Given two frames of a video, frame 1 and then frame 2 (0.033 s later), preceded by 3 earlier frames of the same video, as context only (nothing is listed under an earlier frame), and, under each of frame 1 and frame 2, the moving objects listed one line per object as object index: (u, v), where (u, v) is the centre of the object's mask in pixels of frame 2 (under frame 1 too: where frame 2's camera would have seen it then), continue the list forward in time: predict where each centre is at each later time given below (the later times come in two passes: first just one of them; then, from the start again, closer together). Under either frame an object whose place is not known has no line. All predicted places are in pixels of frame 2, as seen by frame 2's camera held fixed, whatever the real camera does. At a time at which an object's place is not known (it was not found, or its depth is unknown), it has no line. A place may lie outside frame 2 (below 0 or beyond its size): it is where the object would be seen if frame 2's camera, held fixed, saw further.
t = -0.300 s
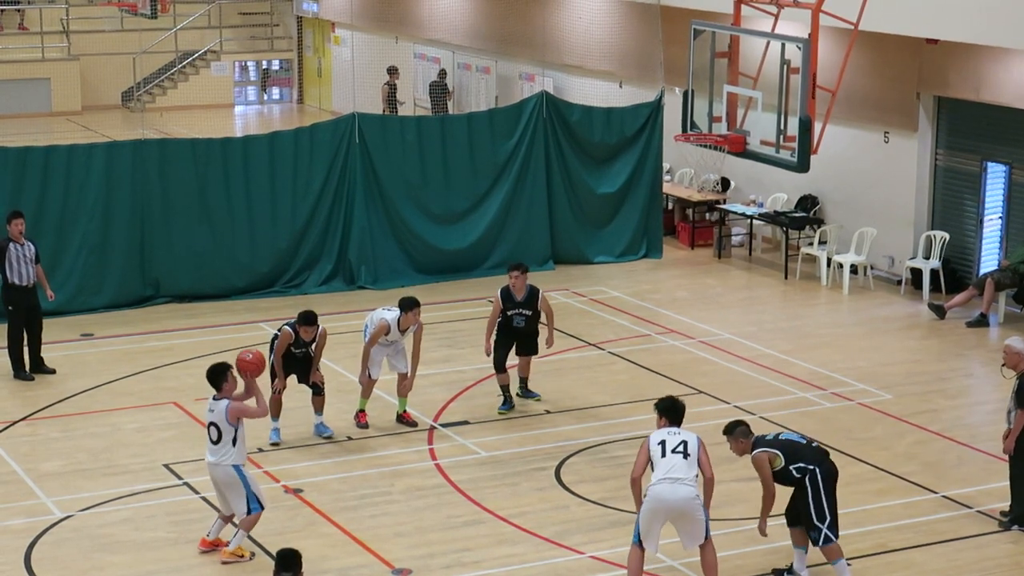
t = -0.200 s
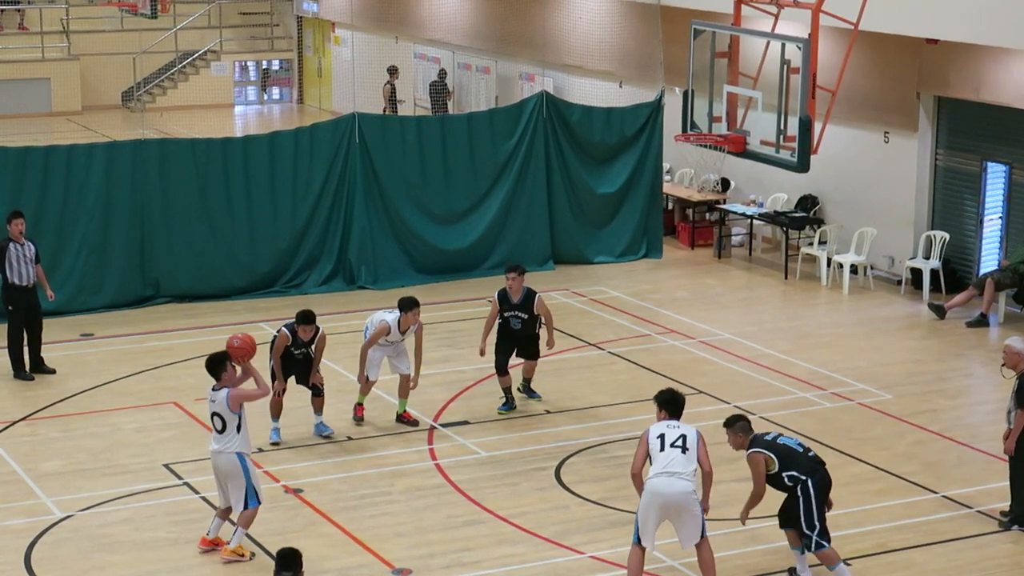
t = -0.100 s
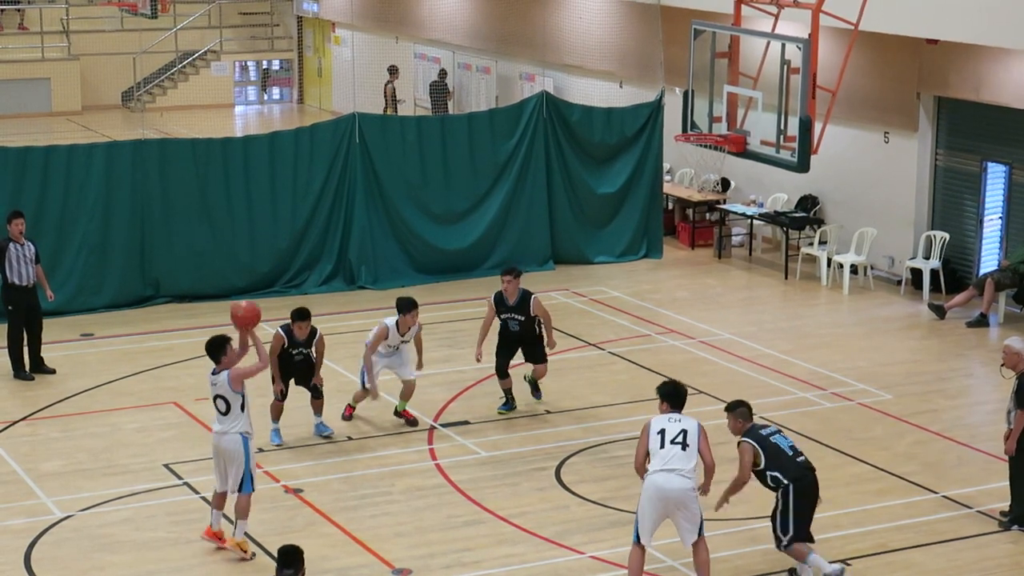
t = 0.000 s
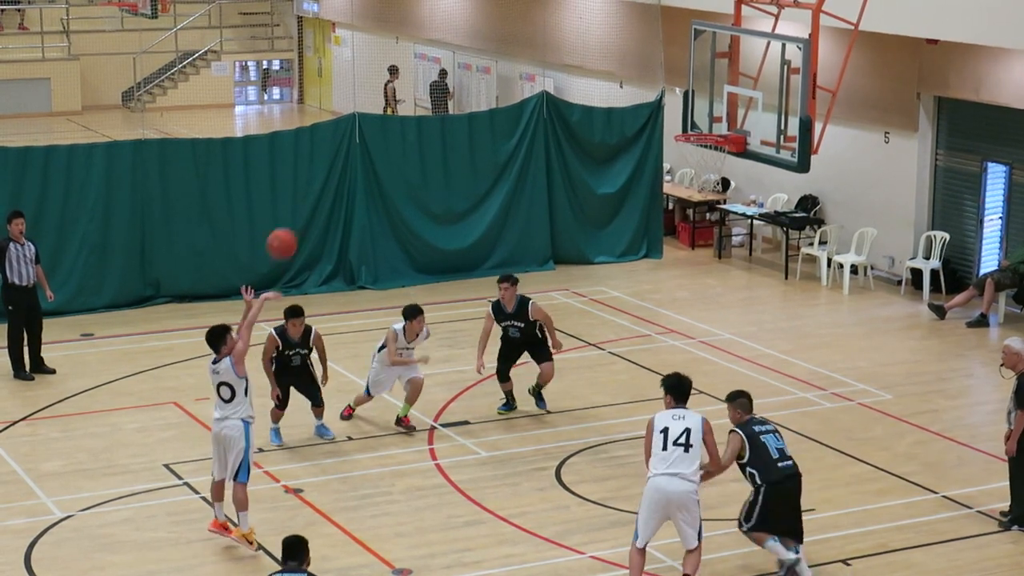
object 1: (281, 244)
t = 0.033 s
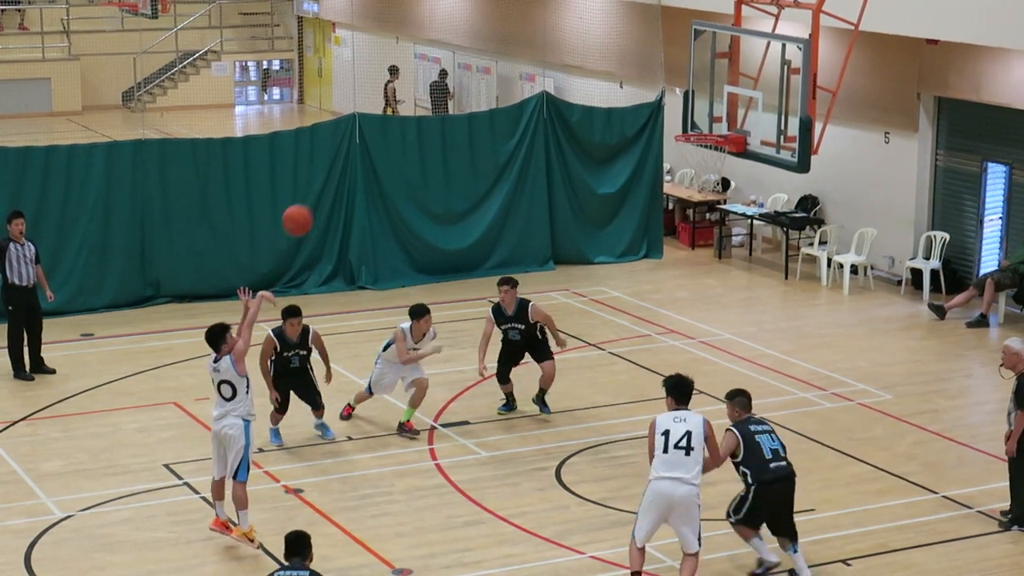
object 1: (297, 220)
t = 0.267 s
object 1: (403, 94)
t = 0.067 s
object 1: (312, 197)
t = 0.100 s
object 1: (327, 177)
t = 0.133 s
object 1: (341, 157)
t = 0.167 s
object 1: (358, 138)
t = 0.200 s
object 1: (374, 122)
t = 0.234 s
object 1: (385, 108)
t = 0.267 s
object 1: (403, 94)
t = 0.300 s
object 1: (416, 80)
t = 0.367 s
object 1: (445, 61)
